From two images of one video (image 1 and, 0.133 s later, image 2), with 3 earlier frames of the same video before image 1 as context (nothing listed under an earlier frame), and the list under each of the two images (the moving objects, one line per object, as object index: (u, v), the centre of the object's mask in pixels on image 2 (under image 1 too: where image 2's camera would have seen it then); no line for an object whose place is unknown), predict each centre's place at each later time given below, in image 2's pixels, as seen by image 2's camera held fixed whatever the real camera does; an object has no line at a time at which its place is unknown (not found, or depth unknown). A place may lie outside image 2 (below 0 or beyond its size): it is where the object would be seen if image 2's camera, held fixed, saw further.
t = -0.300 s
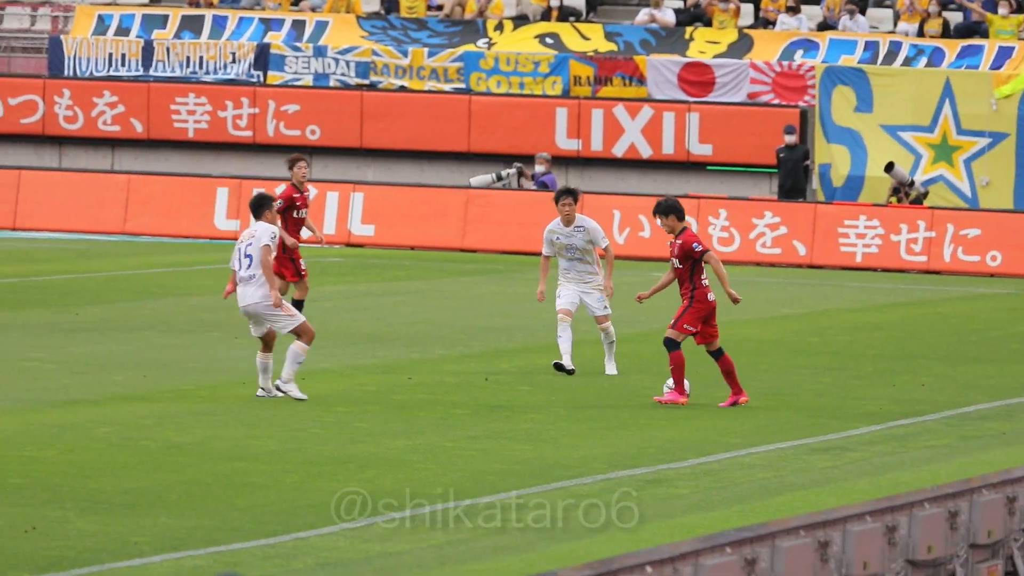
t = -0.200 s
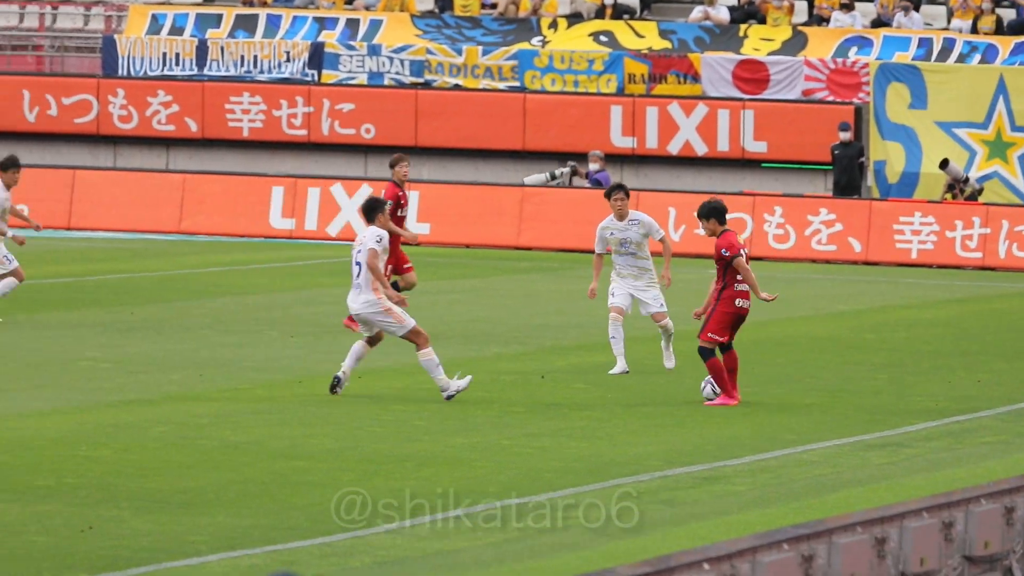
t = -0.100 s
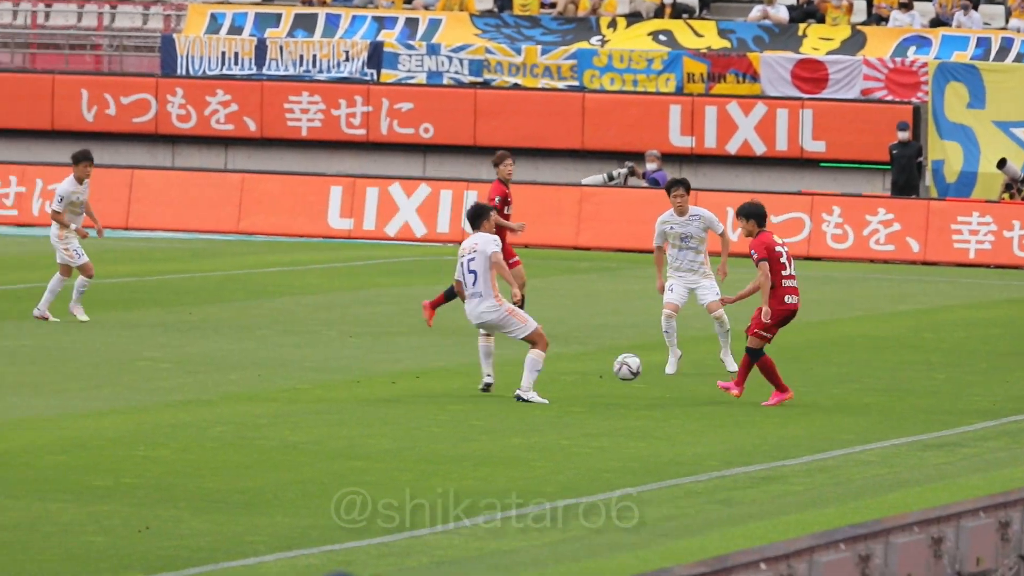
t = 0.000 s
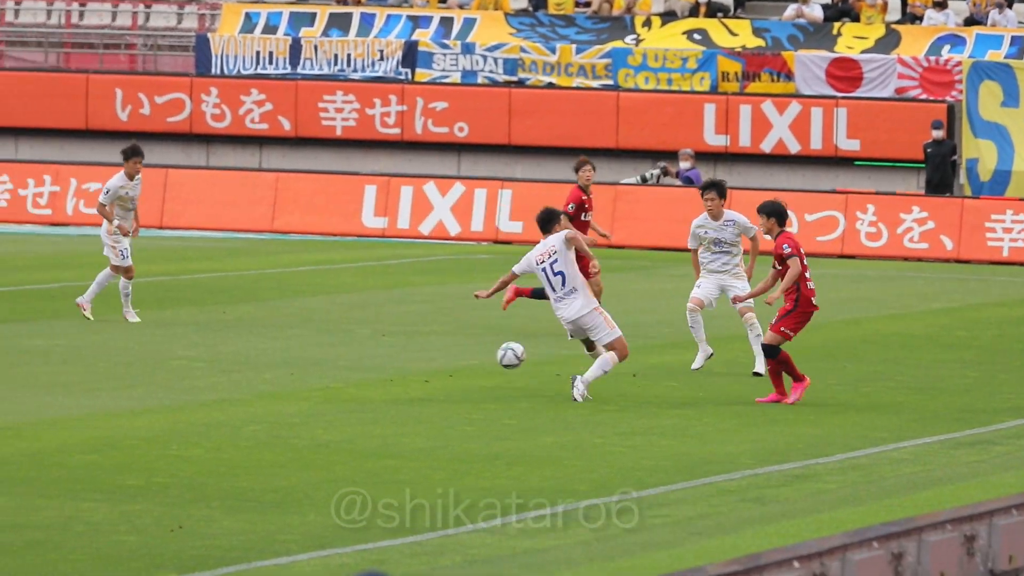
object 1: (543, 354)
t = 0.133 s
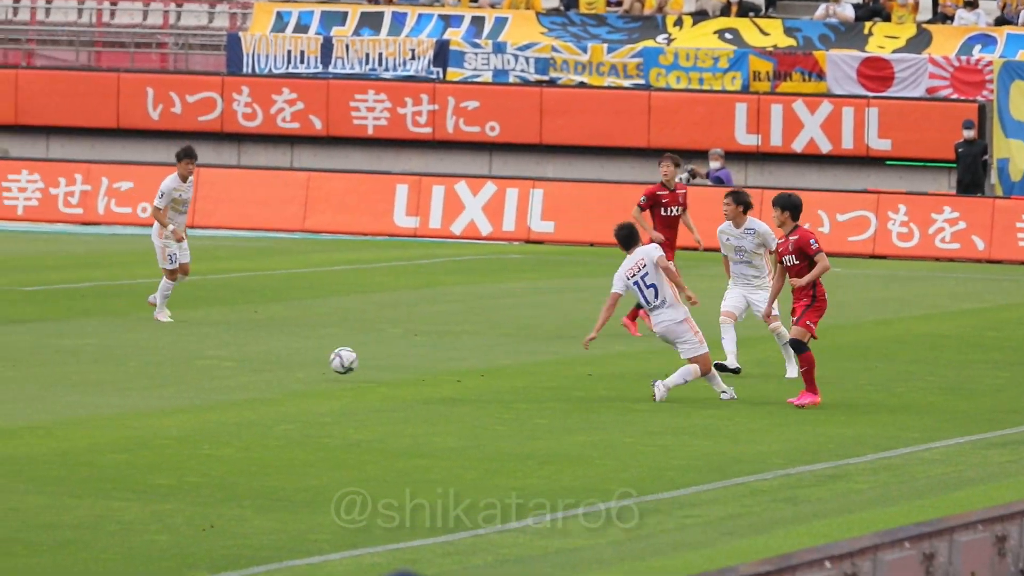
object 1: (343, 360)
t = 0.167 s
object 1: (294, 364)
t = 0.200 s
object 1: (246, 361)
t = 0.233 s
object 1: (199, 352)
